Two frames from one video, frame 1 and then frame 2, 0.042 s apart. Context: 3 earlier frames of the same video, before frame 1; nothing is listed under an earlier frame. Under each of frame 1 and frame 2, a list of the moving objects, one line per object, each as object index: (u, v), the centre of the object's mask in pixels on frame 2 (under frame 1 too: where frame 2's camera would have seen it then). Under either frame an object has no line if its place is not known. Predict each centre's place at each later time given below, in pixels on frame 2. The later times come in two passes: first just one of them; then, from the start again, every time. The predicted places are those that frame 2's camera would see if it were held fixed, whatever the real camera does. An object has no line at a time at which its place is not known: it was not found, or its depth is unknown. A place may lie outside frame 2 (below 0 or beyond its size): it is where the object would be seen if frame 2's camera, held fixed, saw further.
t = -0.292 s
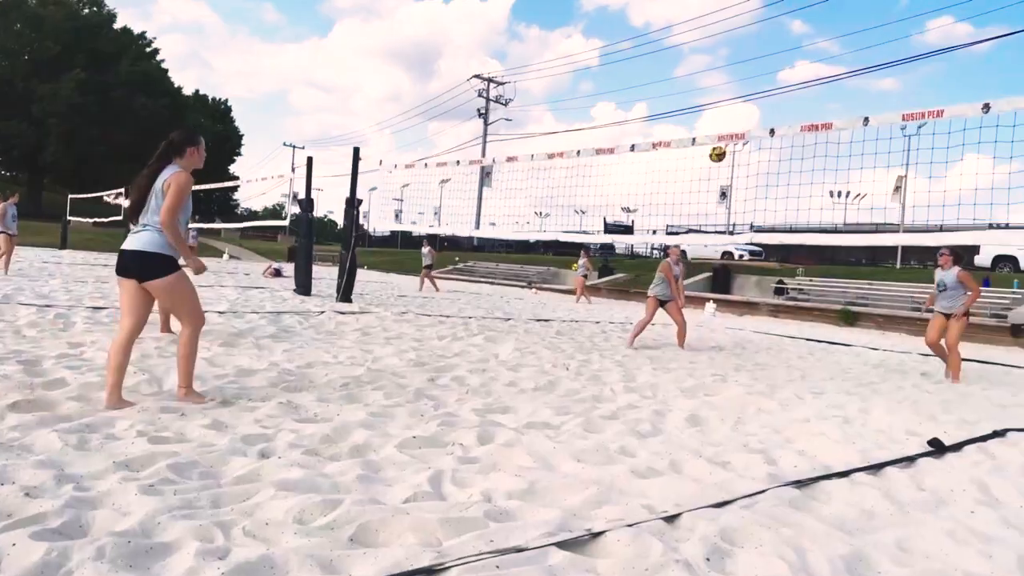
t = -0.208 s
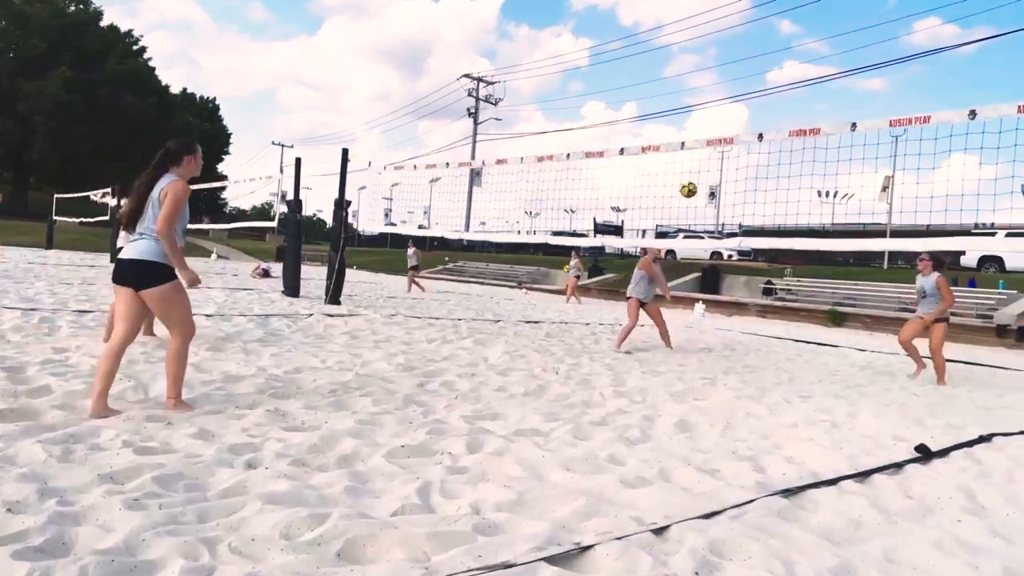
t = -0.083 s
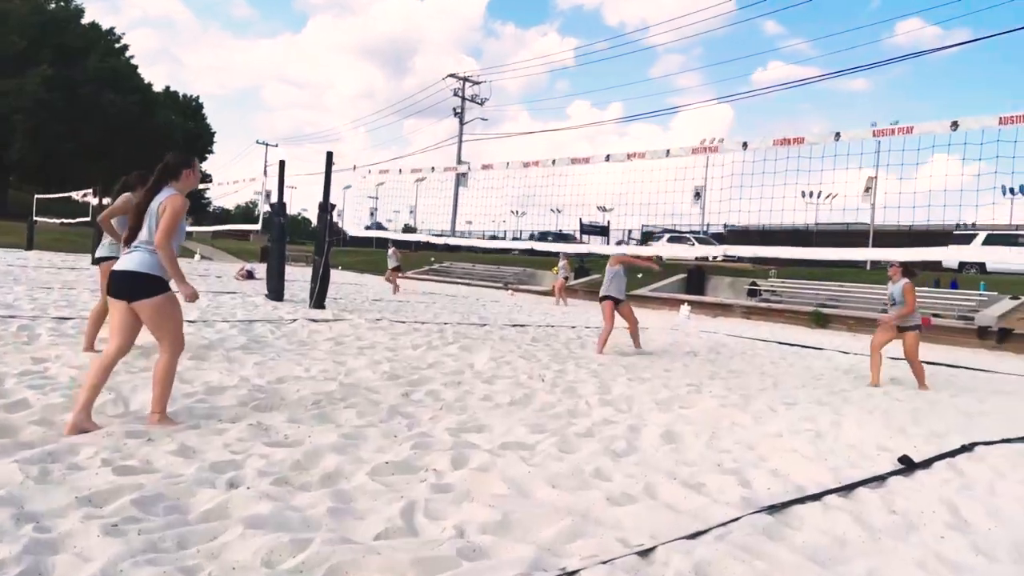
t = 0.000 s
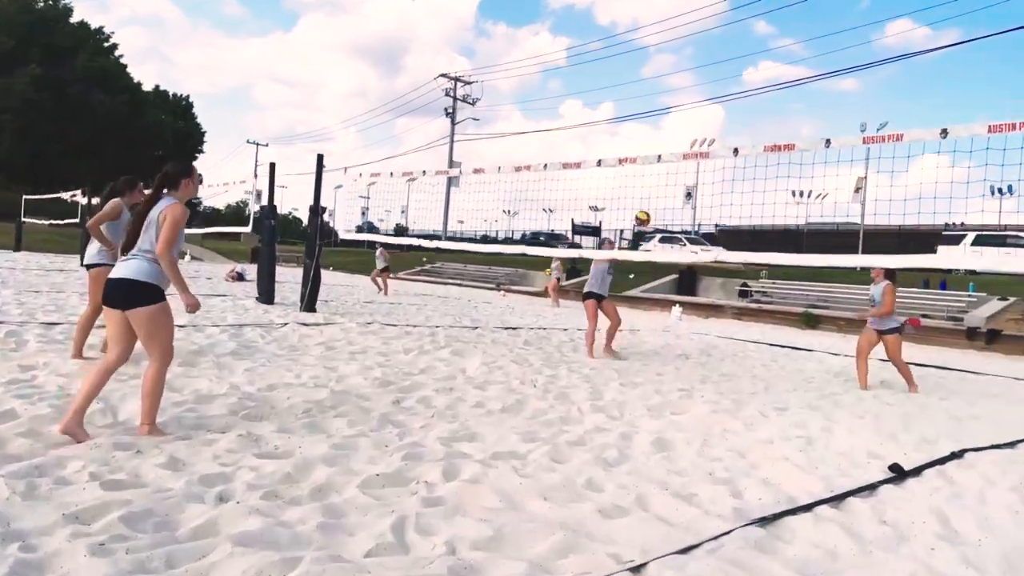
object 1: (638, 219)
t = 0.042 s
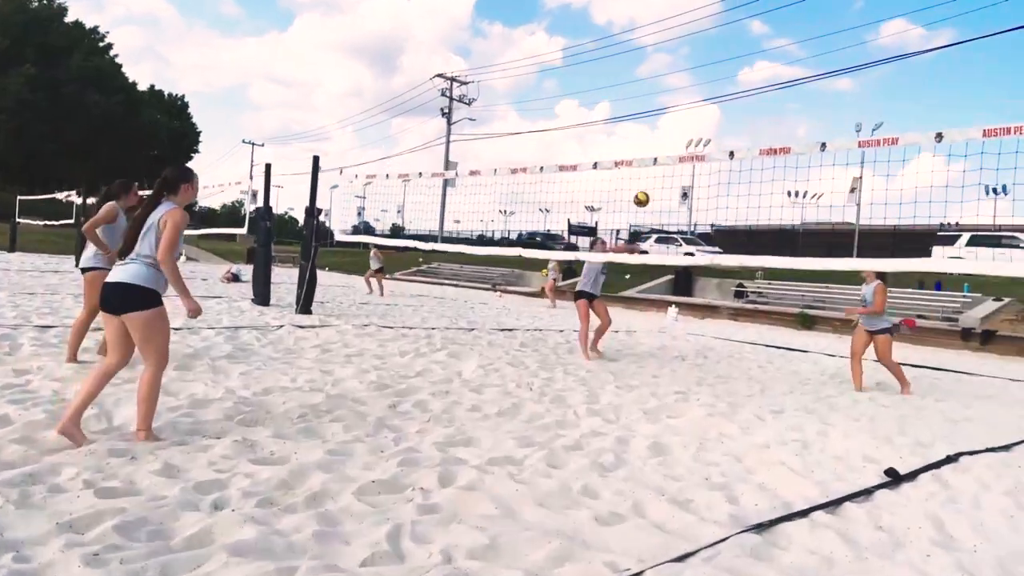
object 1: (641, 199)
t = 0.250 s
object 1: (653, 115)
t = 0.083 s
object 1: (644, 179)
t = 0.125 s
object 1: (646, 159)
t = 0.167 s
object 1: (649, 145)
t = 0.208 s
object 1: (651, 129)
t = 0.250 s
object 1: (653, 115)
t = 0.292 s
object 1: (654, 102)
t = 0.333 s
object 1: (656, 91)
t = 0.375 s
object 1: (657, 81)
